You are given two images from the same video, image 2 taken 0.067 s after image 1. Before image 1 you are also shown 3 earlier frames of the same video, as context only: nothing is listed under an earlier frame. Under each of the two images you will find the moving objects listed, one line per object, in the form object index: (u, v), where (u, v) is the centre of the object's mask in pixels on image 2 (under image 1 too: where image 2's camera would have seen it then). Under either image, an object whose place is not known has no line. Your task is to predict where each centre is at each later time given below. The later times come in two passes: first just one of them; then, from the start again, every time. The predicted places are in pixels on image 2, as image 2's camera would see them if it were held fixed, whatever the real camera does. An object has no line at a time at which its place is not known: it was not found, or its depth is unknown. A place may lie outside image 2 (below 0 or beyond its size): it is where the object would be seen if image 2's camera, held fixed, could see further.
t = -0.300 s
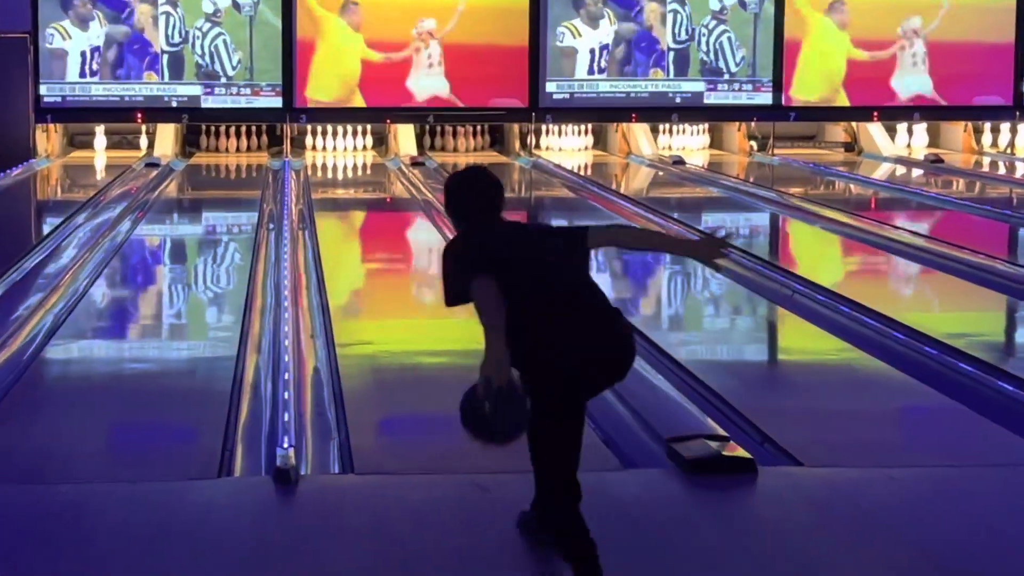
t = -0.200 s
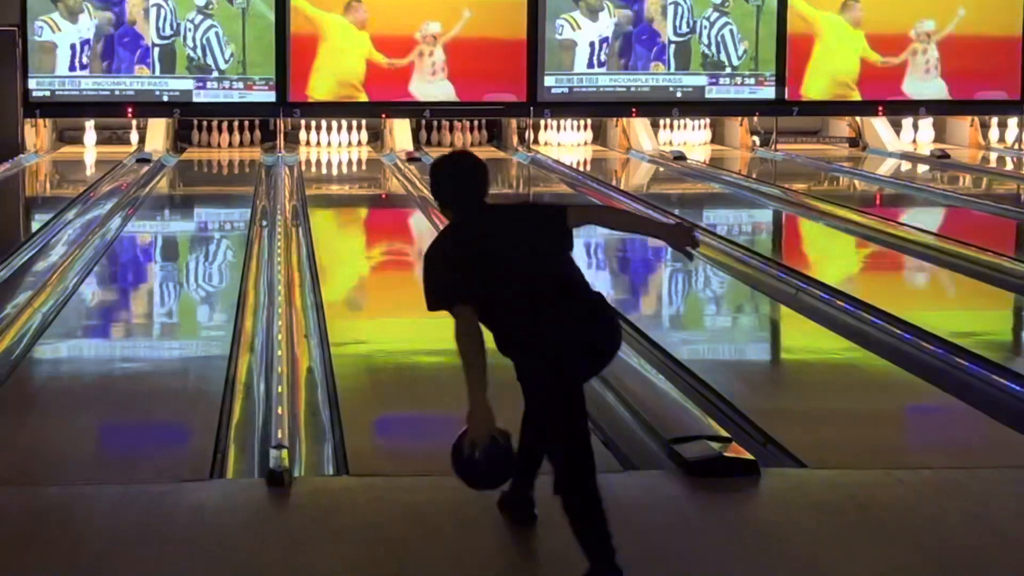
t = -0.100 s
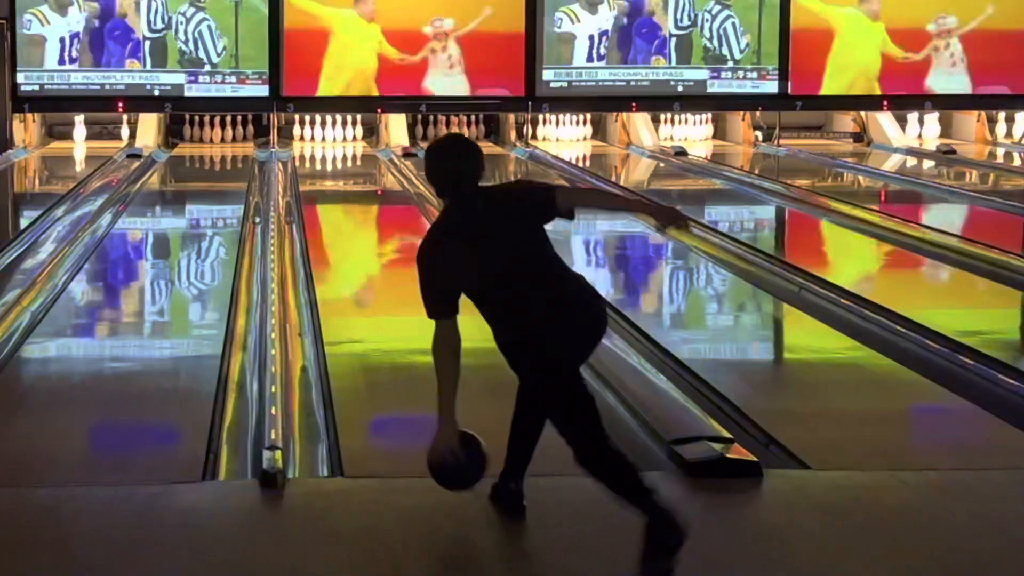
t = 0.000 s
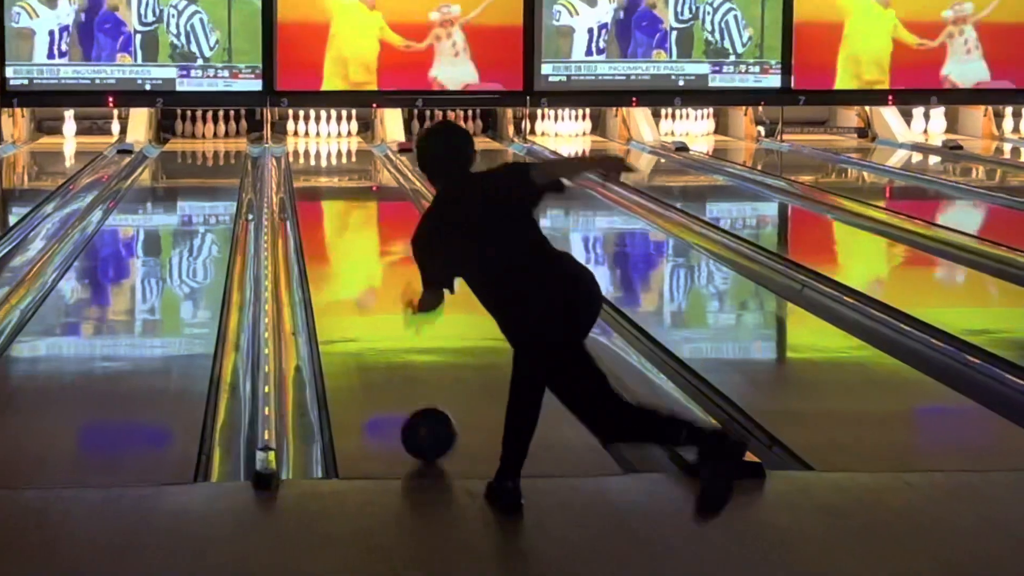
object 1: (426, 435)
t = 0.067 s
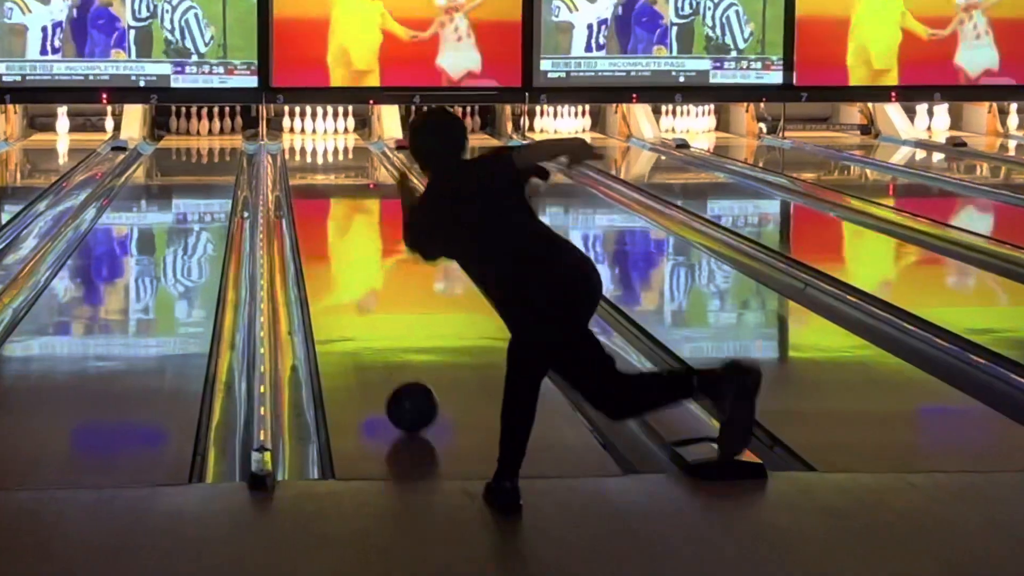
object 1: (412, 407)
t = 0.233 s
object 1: (385, 351)
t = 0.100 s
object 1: (406, 394)
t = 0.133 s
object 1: (400, 382)
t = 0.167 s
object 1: (395, 371)
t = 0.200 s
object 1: (390, 361)
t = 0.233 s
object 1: (385, 351)
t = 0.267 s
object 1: (380, 342)
